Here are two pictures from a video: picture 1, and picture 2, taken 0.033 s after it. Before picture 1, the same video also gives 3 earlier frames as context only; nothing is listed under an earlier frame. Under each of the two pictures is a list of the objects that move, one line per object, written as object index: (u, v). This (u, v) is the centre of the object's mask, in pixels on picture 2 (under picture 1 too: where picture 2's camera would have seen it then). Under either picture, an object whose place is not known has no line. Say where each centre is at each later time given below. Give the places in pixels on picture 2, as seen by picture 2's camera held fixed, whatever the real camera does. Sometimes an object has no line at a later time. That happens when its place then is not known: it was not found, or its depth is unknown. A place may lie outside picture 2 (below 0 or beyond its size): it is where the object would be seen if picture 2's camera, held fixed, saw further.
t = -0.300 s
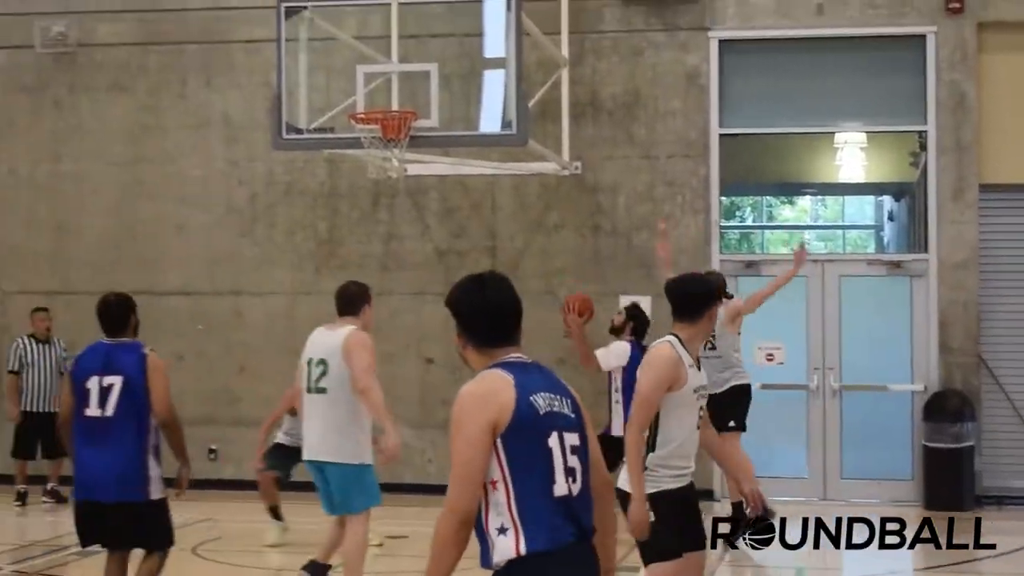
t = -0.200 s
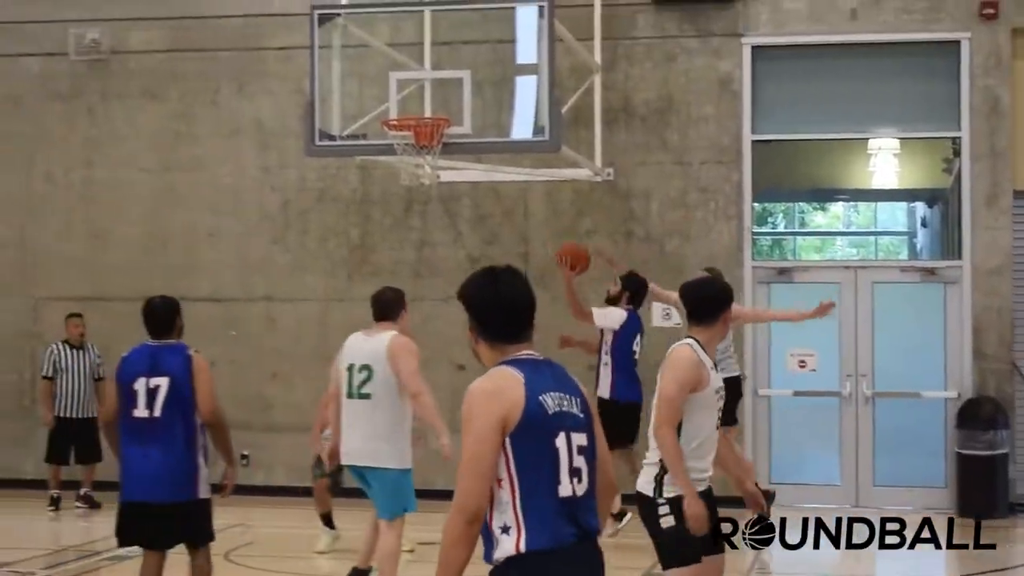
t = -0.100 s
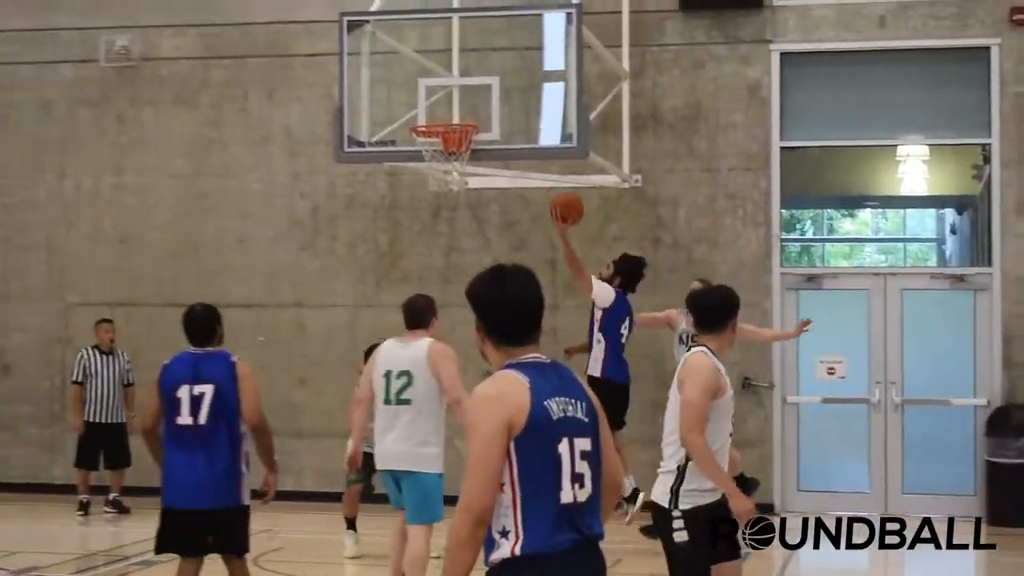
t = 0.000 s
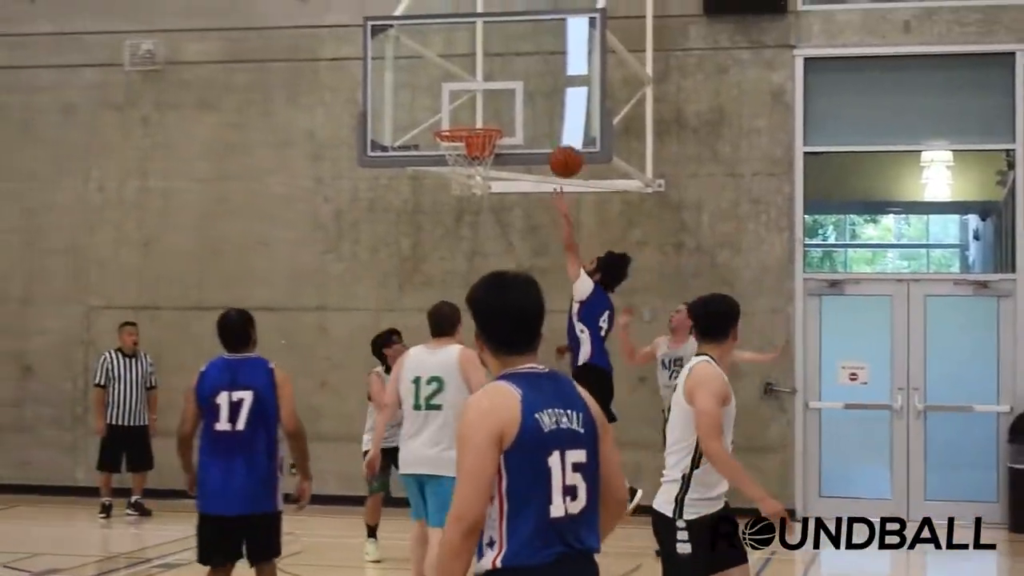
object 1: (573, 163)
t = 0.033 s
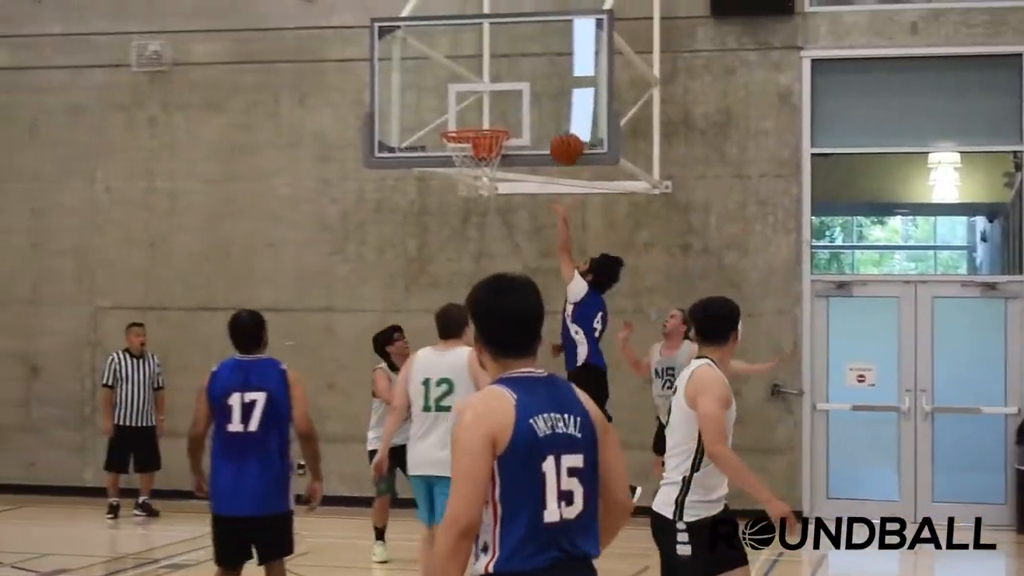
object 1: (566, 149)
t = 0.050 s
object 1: (562, 142)
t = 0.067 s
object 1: (559, 136)
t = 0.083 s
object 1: (555, 131)
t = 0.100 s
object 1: (553, 126)
